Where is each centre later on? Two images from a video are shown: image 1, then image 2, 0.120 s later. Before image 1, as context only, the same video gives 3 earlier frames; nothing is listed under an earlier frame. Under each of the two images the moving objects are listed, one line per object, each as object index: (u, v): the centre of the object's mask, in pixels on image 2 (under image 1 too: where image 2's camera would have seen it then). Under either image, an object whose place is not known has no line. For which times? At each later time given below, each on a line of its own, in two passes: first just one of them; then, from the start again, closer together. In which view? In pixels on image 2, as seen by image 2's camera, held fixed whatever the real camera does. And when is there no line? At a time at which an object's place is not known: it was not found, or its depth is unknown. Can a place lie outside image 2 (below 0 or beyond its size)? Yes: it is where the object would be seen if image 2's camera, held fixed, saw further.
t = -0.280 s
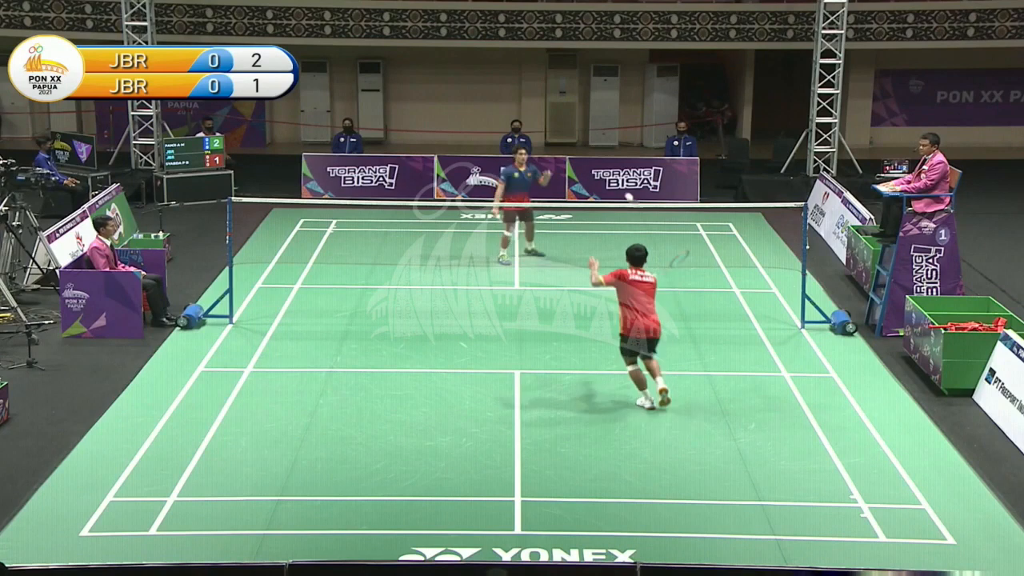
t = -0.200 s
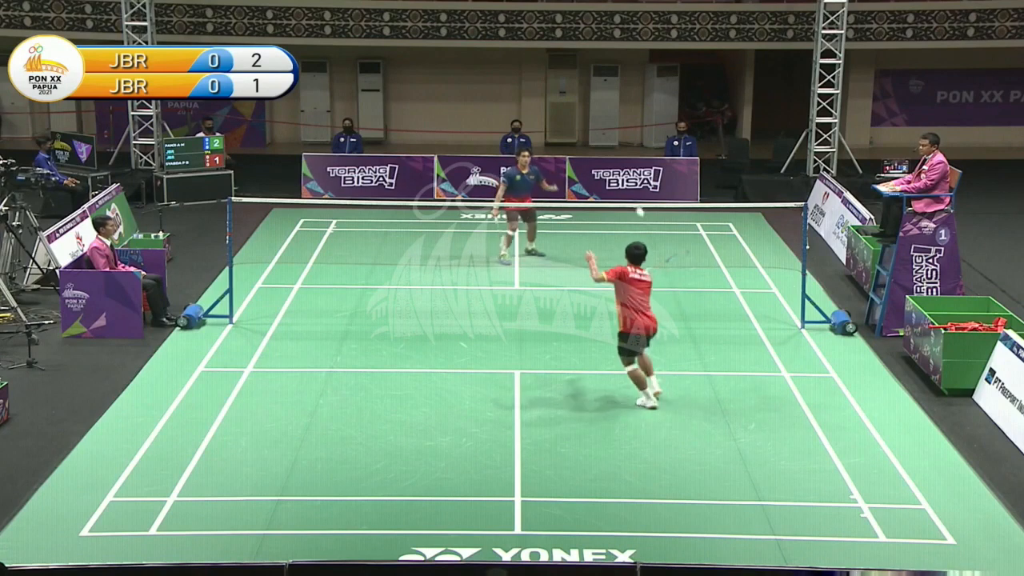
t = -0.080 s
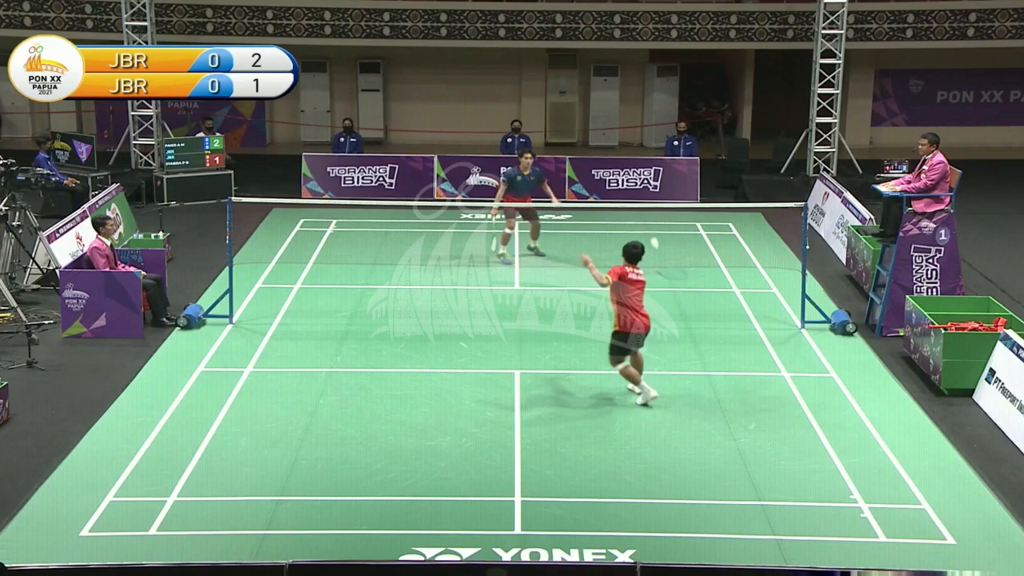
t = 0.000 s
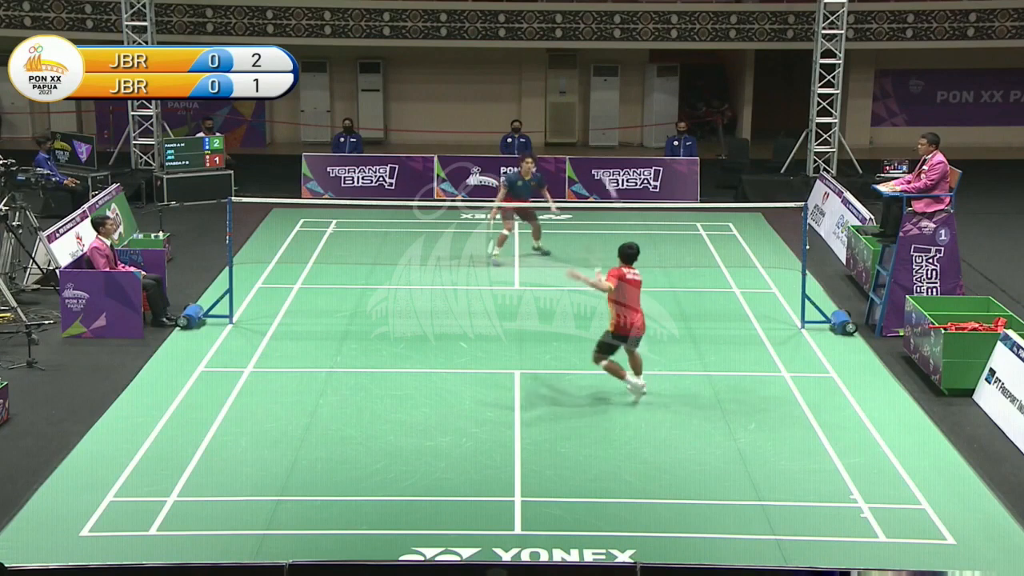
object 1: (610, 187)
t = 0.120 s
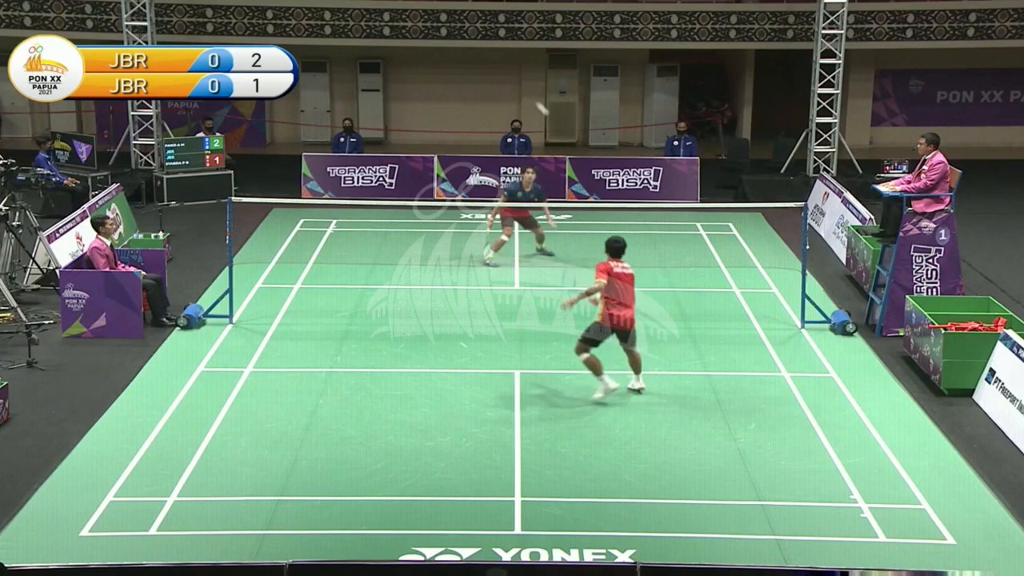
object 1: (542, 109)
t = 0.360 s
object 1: (469, 49)
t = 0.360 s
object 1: (469, 49)
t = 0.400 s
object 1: (461, 45)
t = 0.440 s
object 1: (453, 43)
